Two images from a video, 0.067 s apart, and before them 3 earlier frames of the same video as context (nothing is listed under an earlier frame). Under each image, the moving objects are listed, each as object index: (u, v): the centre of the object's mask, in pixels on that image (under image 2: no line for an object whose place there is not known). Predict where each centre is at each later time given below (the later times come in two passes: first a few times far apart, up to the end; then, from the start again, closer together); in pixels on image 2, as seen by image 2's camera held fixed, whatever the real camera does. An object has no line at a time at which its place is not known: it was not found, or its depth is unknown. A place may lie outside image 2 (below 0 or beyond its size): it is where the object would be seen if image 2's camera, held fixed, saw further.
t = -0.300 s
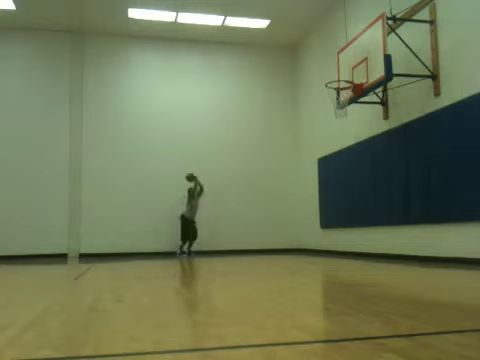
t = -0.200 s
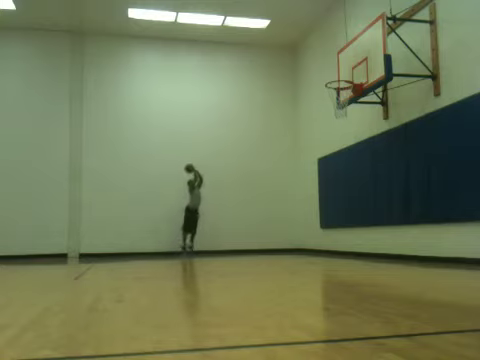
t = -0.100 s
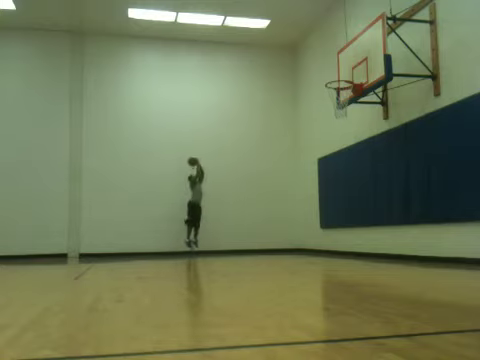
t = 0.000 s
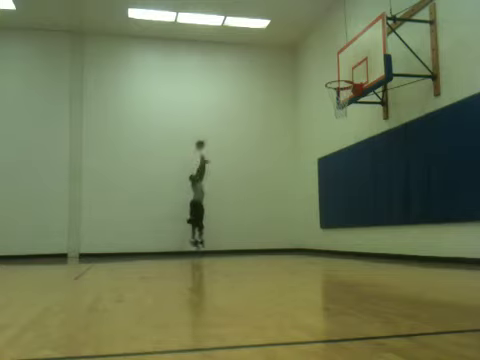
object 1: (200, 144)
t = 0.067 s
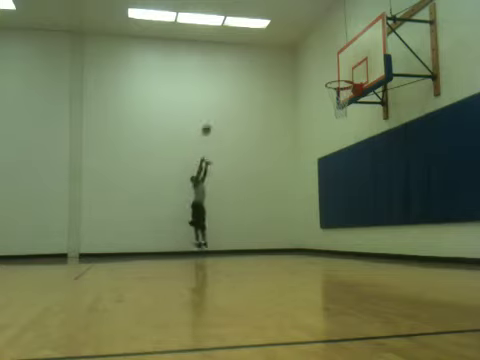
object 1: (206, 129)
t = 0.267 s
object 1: (227, 93)
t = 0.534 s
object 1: (260, 63)
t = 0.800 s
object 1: (300, 60)
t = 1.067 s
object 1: (347, 91)
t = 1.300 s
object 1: (339, 108)
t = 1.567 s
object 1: (326, 150)
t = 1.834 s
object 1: (316, 230)
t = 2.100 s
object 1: (308, 203)
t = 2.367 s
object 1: (301, 170)
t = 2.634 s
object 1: (295, 171)
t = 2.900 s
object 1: (291, 208)
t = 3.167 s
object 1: (287, 235)
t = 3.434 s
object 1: (281, 204)
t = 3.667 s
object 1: (277, 204)
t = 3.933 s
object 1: (273, 235)
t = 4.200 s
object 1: (269, 229)
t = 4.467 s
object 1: (265, 223)
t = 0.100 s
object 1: (209, 123)
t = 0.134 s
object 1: (213, 116)
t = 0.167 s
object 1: (216, 110)
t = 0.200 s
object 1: (220, 104)
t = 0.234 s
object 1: (223, 98)
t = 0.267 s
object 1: (227, 93)
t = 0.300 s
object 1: (231, 88)
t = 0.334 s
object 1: (234, 83)
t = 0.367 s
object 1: (238, 79)
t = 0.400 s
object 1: (242, 75)
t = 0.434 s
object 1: (246, 71)
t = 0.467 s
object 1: (251, 68)
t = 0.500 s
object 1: (255, 65)
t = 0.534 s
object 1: (260, 63)
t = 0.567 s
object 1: (264, 61)
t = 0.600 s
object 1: (269, 60)
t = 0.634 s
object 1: (274, 58)
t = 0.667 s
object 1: (279, 58)
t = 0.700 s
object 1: (284, 57)
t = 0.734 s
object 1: (289, 58)
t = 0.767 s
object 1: (295, 59)
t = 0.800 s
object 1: (300, 60)
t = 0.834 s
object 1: (306, 63)
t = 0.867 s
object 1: (312, 66)
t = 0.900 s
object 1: (318, 69)
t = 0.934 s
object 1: (325, 73)
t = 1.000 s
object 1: (338, 82)
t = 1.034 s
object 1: (345, 85)
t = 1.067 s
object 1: (347, 91)
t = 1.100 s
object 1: (347, 96)
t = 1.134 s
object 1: (347, 97)
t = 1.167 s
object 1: (346, 100)
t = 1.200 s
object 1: (344, 102)
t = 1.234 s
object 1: (342, 103)
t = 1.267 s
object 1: (341, 105)
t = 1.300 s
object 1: (339, 108)
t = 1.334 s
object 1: (337, 111)
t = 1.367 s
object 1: (335, 115)
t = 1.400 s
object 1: (334, 120)
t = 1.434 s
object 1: (332, 126)
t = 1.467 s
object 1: (330, 131)
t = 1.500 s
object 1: (329, 137)
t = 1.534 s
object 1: (327, 143)
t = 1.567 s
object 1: (326, 150)
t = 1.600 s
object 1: (323, 154)
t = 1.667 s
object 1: (317, 177)
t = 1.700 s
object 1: (316, 187)
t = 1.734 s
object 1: (316, 197)
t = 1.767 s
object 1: (315, 208)
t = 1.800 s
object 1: (316, 218)
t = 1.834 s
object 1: (316, 230)
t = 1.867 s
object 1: (315, 241)
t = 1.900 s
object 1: (314, 251)
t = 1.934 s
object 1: (313, 243)
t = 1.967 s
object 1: (312, 234)
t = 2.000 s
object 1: (311, 226)
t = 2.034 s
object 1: (310, 217)
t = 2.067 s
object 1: (309, 210)
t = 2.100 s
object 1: (308, 203)
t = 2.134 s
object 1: (307, 197)
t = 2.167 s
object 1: (306, 191)
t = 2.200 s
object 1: (305, 186)
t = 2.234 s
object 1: (304, 182)
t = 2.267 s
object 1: (304, 178)
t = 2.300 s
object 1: (303, 174)
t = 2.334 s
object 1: (302, 172)
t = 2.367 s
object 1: (301, 170)
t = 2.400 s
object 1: (301, 168)
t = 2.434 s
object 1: (300, 166)
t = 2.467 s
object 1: (299, 166)
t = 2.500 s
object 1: (298, 166)
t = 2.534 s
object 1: (298, 166)
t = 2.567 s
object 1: (297, 168)
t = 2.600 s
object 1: (296, 169)
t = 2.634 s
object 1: (295, 171)
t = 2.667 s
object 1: (295, 174)
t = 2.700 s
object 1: (294, 177)
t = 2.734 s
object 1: (294, 181)
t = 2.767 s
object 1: (293, 185)
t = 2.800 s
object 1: (293, 190)
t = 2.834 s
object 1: (292, 195)
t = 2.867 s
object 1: (292, 201)
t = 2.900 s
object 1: (291, 208)
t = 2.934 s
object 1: (290, 215)
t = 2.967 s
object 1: (290, 222)
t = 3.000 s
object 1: (289, 230)
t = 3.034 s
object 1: (289, 239)
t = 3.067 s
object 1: (290, 246)
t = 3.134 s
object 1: (288, 242)
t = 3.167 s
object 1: (287, 235)
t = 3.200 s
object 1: (286, 230)
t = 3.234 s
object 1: (285, 224)
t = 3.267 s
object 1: (285, 220)
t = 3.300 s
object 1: (284, 216)
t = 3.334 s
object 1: (283, 212)
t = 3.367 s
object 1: (283, 209)
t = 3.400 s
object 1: (282, 206)
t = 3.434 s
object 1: (281, 204)
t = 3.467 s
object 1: (281, 202)
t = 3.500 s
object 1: (280, 202)
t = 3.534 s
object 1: (279, 201)
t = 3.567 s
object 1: (279, 201)
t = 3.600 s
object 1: (278, 202)
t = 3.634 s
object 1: (278, 202)
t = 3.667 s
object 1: (277, 204)
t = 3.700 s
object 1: (277, 206)
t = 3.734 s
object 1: (276, 209)
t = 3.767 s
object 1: (276, 212)
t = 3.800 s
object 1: (275, 216)
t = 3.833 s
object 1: (275, 220)
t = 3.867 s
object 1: (274, 224)
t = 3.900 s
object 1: (274, 230)
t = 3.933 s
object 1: (273, 235)
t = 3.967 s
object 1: (273, 242)
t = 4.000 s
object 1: (273, 246)
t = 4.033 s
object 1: (273, 246)
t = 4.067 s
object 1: (272, 244)
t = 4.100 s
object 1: (271, 240)
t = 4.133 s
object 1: (271, 236)
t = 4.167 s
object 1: (270, 232)
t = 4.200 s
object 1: (269, 229)
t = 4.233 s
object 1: (269, 227)
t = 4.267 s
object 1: (268, 224)
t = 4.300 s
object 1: (268, 223)
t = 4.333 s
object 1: (267, 222)
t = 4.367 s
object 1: (267, 222)
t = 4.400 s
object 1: (266, 222)
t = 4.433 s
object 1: (266, 222)
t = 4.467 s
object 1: (265, 223)
